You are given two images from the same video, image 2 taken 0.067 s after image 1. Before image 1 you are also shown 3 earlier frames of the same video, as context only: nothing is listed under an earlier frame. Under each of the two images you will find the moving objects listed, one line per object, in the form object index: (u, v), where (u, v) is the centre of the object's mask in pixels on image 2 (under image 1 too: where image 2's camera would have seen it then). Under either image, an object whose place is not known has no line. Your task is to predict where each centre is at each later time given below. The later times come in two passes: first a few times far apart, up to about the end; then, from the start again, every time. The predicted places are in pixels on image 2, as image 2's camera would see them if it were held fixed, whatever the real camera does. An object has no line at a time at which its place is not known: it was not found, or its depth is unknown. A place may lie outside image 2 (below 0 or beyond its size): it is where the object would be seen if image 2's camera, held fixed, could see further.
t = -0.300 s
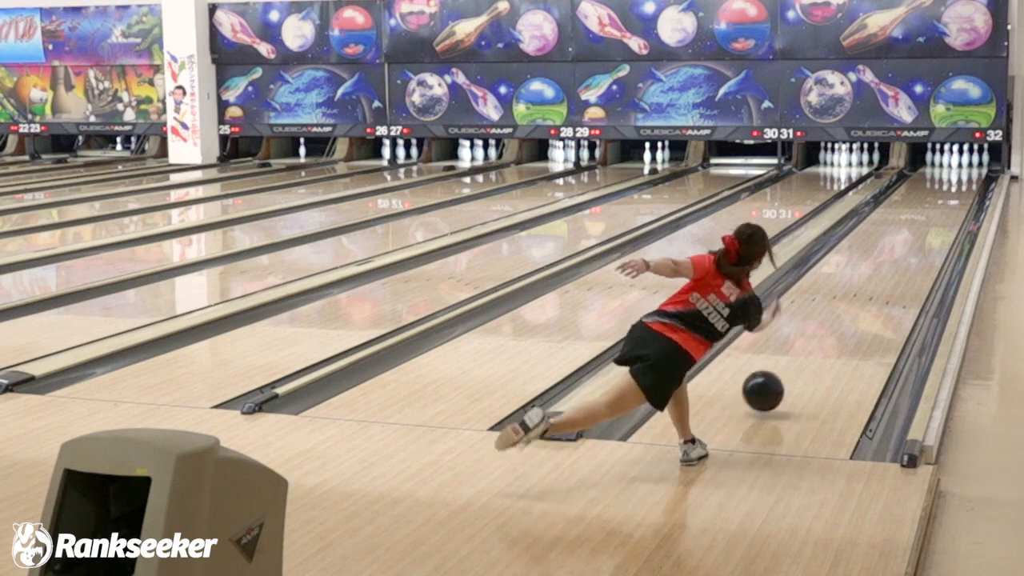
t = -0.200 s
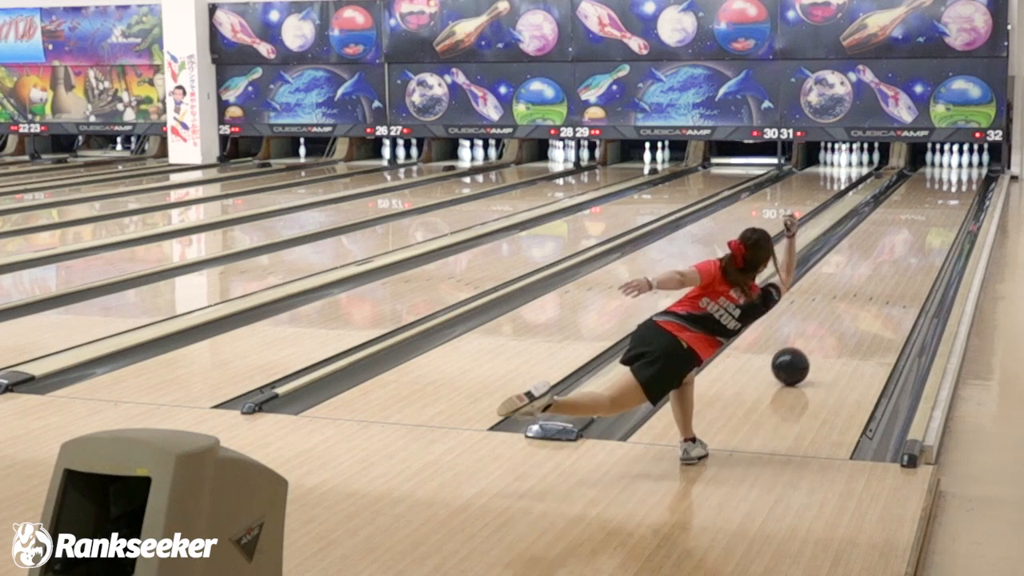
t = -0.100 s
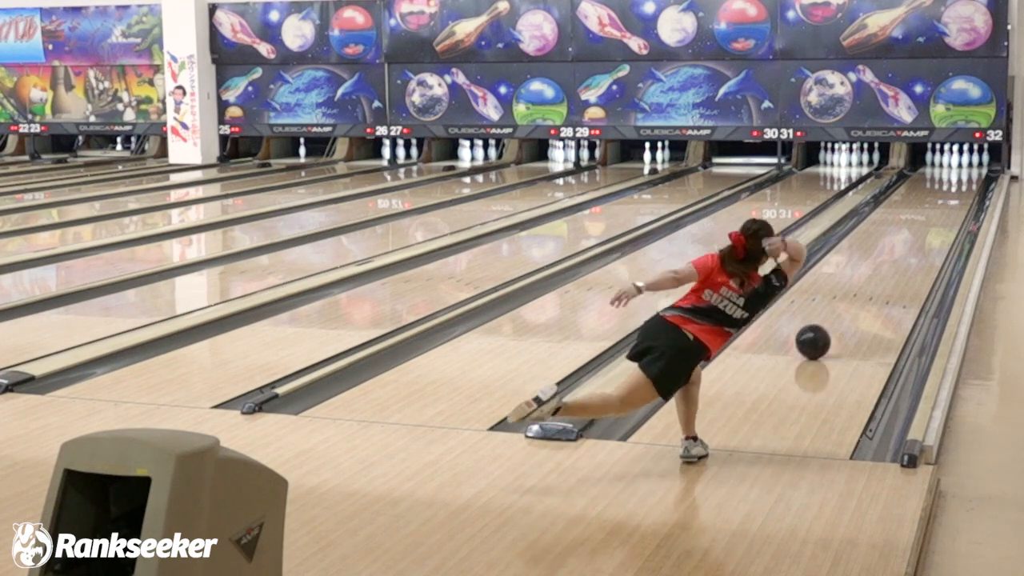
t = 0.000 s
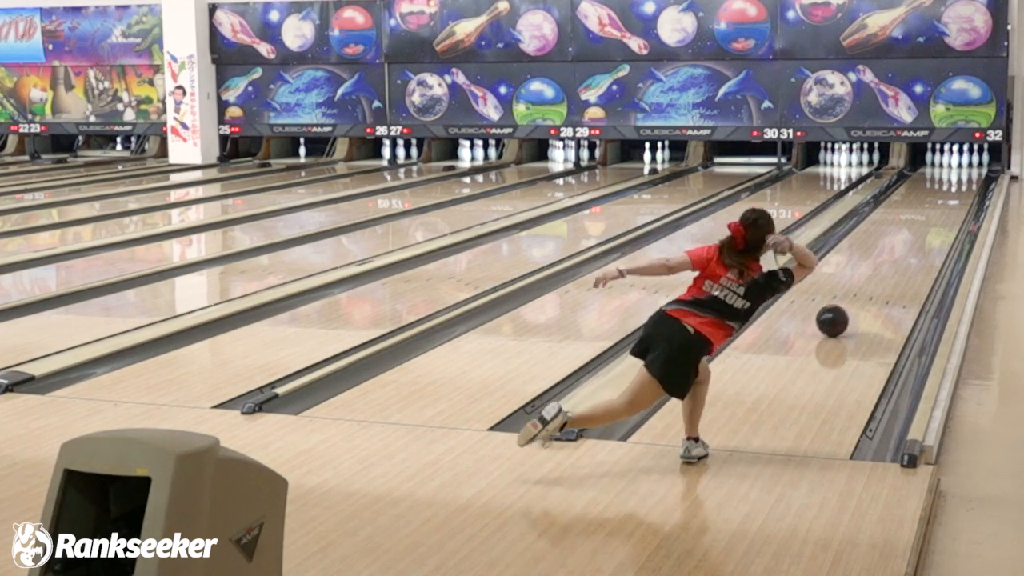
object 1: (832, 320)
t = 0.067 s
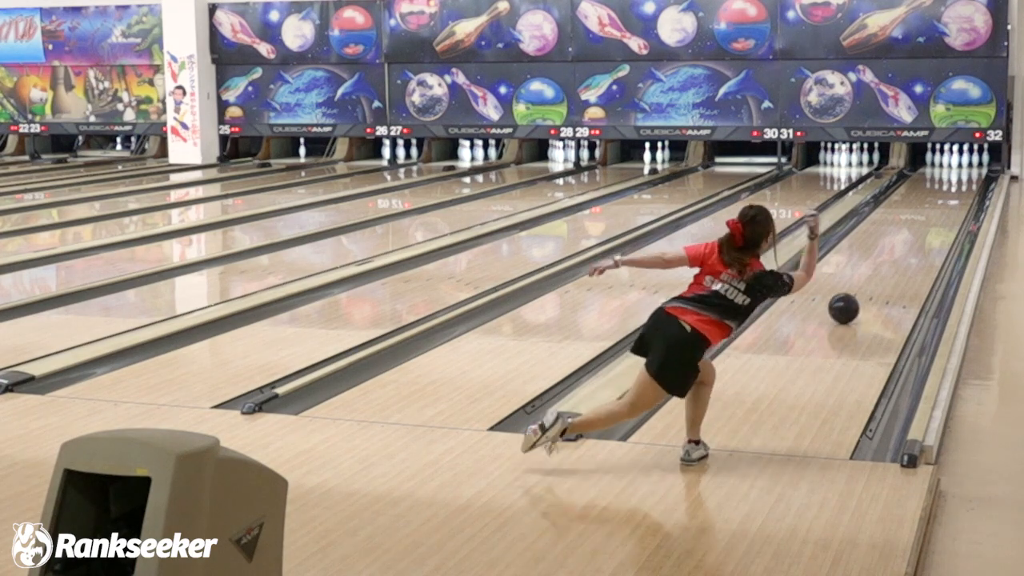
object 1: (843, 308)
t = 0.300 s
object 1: (876, 273)
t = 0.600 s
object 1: (905, 240)
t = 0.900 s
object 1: (926, 216)
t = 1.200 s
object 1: (941, 198)
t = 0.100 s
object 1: (848, 302)
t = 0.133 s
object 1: (854, 297)
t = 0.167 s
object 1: (858, 292)
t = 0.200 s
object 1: (863, 287)
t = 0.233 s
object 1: (867, 282)
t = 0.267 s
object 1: (872, 277)
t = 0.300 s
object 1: (876, 273)
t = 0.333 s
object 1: (880, 269)
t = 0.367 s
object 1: (883, 265)
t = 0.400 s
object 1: (887, 261)
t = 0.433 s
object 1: (890, 257)
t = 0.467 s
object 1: (893, 253)
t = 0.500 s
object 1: (896, 250)
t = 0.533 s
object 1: (900, 246)
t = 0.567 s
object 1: (903, 243)
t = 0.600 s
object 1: (905, 240)
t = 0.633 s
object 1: (908, 237)
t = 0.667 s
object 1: (911, 234)
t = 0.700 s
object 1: (913, 231)
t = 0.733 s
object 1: (916, 228)
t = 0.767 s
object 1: (918, 226)
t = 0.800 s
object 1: (920, 223)
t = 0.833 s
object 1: (922, 221)
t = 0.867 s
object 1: (924, 218)
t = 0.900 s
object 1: (926, 216)
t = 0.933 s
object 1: (928, 214)
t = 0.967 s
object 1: (930, 211)
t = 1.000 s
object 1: (932, 209)
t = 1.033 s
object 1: (934, 207)
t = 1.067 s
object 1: (935, 205)
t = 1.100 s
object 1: (937, 203)
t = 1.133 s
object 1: (938, 201)
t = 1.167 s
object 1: (940, 199)
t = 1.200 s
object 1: (941, 198)
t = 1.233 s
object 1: (943, 196)
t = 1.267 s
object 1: (944, 194)
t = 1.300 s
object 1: (945, 192)
